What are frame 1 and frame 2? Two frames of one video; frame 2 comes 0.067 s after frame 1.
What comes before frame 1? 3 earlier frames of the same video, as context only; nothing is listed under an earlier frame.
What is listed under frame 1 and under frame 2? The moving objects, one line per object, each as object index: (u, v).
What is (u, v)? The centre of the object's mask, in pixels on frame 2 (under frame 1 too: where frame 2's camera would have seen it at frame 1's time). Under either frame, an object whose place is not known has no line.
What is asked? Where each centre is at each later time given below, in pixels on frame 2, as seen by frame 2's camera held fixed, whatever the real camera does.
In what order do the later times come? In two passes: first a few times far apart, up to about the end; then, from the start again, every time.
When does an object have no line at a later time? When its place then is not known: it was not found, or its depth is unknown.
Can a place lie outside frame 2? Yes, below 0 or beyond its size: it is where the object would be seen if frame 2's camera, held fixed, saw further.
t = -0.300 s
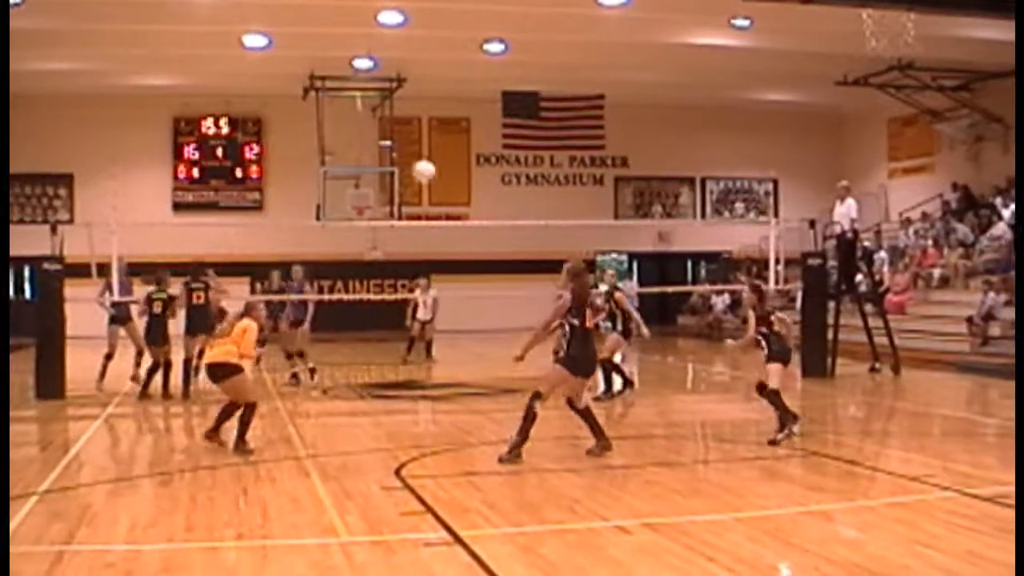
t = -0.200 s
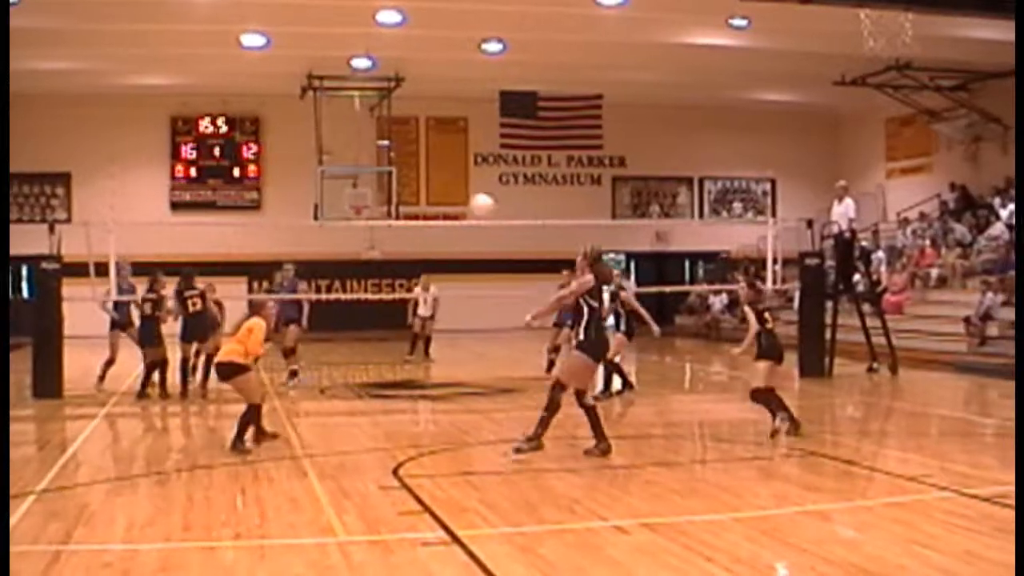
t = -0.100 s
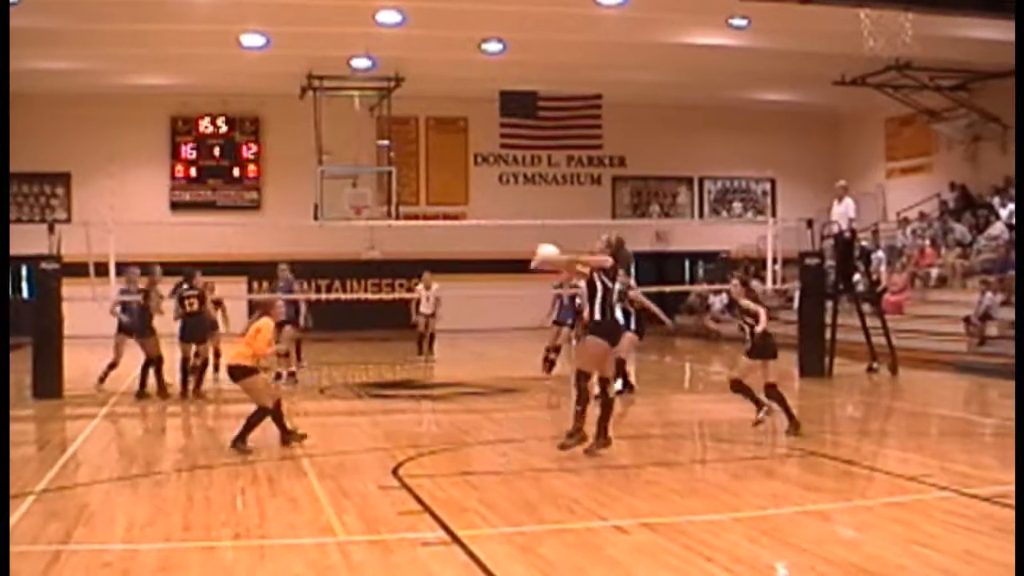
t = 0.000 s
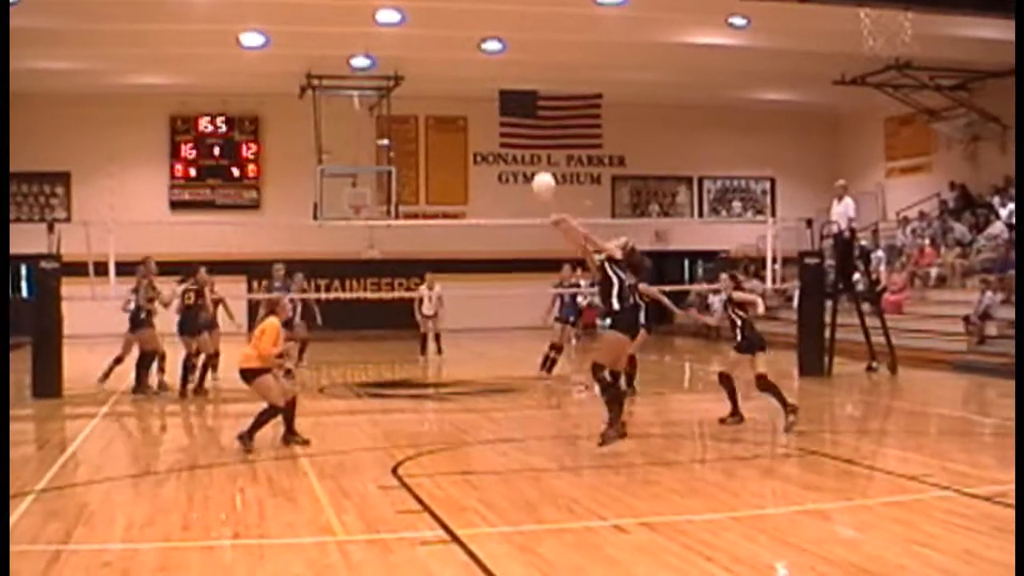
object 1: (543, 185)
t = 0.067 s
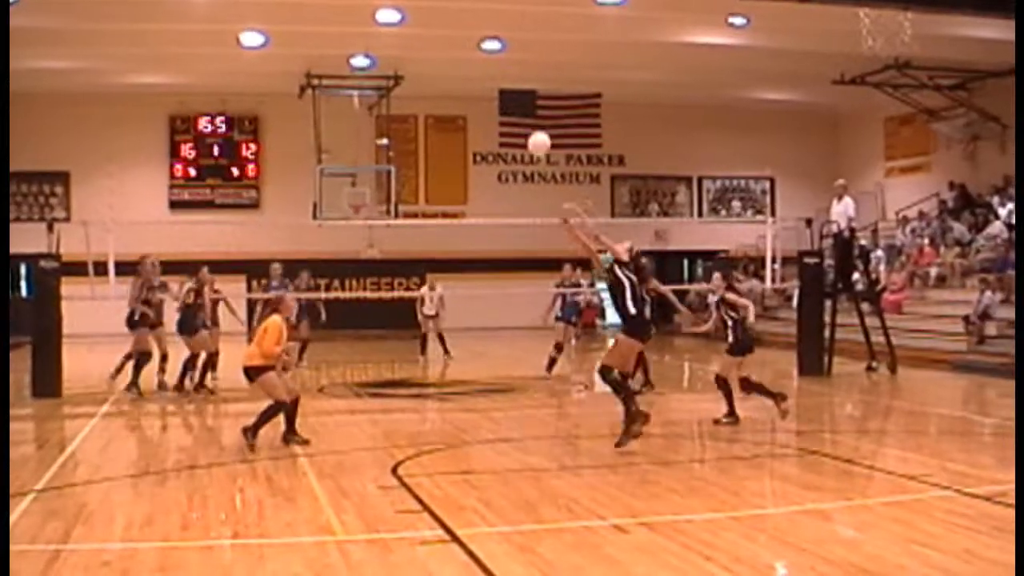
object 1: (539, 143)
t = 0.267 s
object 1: (526, 64)
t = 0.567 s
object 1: (514, 36)
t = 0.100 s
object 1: (537, 127)
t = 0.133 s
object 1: (535, 112)
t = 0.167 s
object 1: (533, 97)
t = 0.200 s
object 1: (531, 85)
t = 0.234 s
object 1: (529, 74)
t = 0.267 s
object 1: (526, 64)
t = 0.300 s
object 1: (524, 56)
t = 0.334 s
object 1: (523, 49)
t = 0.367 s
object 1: (522, 45)
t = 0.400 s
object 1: (520, 40)
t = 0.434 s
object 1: (519, 36)
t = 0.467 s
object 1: (518, 35)
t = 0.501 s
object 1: (517, 35)
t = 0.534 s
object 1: (515, 35)
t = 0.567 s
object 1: (514, 36)
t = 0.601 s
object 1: (513, 39)
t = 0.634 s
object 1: (512, 41)
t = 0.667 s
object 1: (511, 43)
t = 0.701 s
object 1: (510, 47)
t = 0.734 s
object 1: (508, 51)
